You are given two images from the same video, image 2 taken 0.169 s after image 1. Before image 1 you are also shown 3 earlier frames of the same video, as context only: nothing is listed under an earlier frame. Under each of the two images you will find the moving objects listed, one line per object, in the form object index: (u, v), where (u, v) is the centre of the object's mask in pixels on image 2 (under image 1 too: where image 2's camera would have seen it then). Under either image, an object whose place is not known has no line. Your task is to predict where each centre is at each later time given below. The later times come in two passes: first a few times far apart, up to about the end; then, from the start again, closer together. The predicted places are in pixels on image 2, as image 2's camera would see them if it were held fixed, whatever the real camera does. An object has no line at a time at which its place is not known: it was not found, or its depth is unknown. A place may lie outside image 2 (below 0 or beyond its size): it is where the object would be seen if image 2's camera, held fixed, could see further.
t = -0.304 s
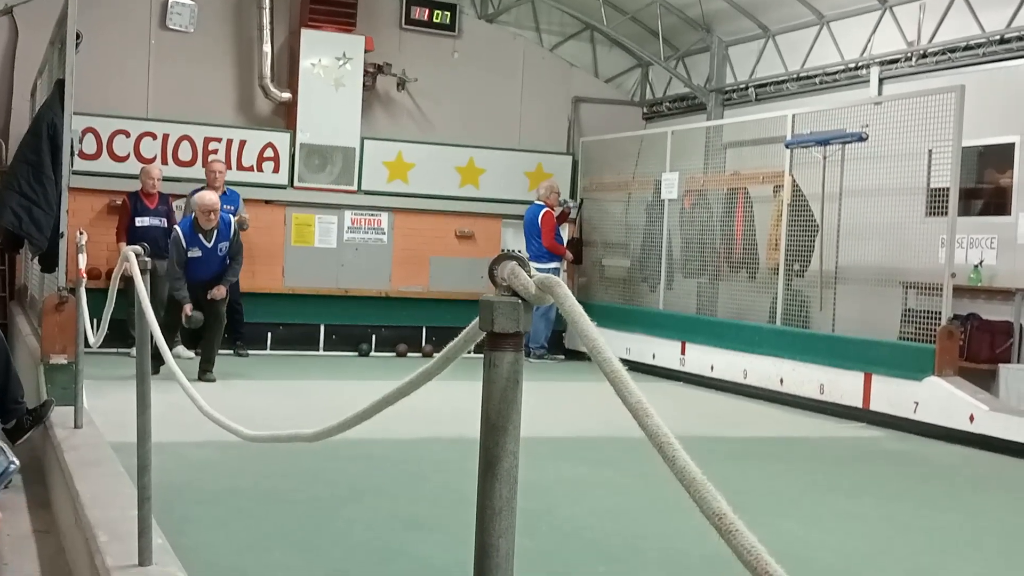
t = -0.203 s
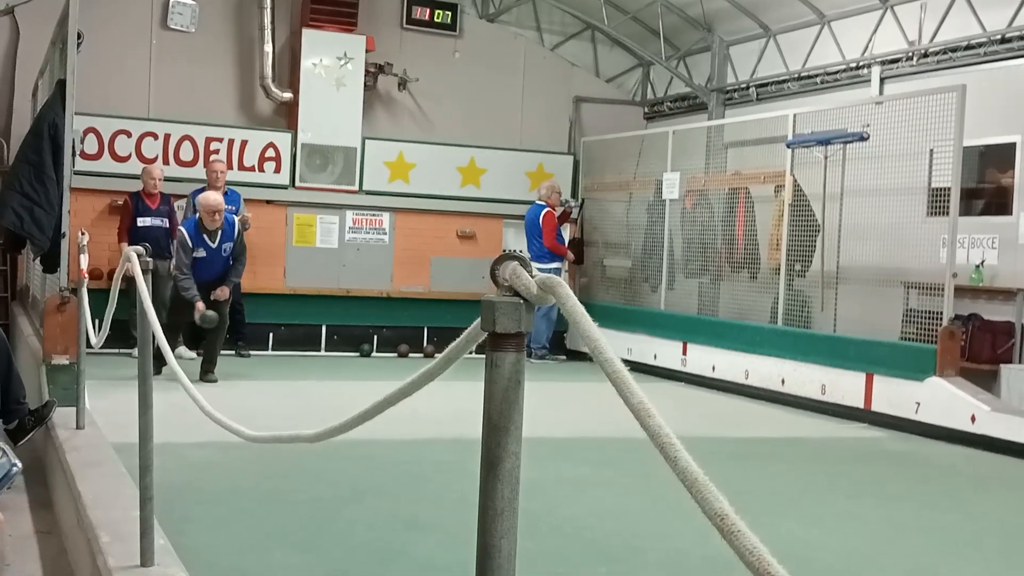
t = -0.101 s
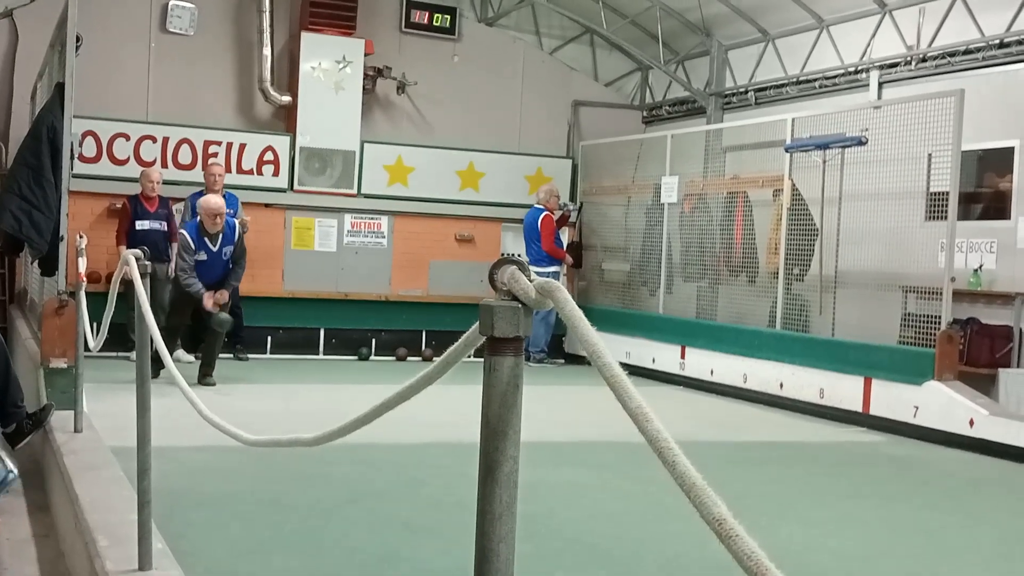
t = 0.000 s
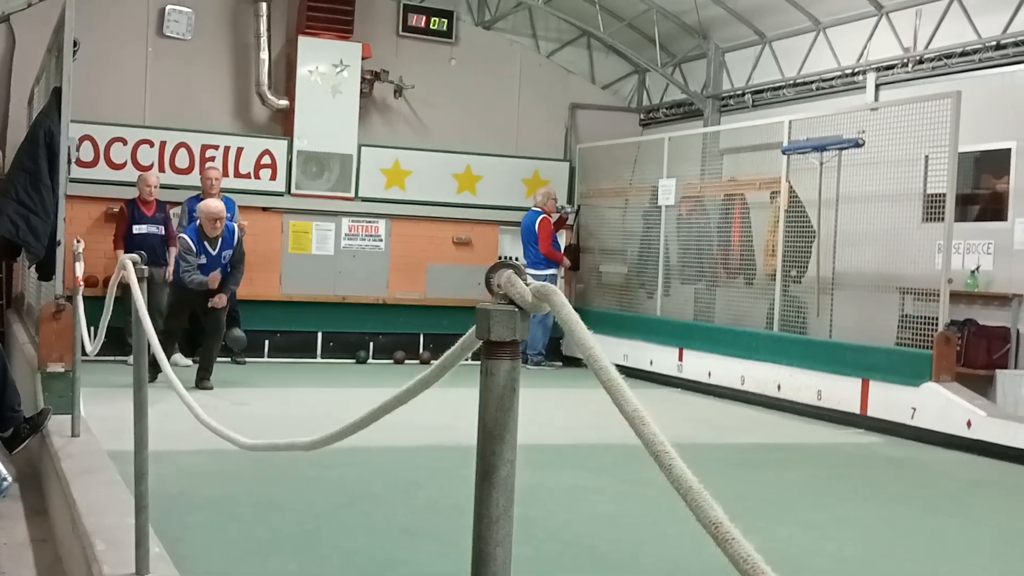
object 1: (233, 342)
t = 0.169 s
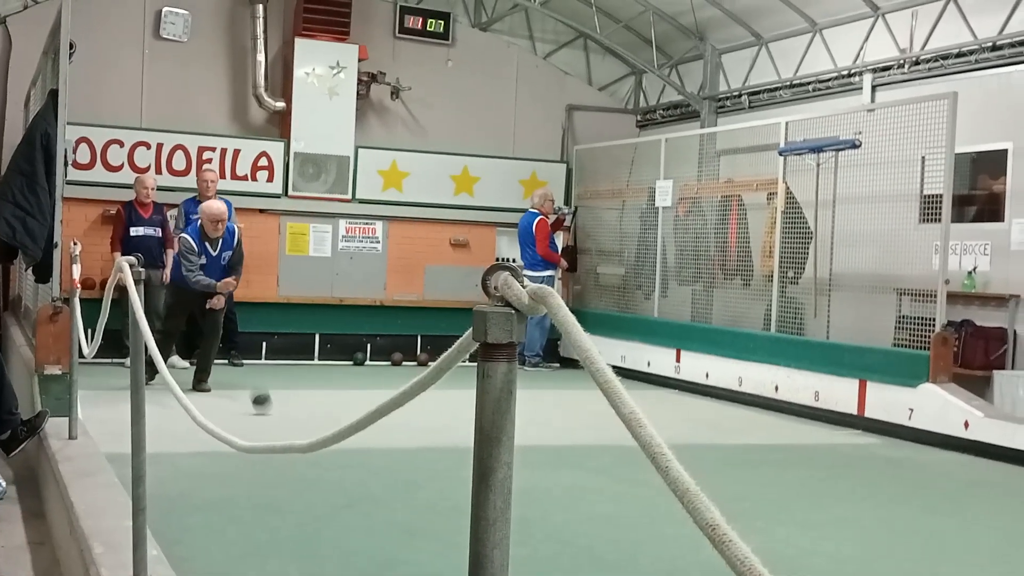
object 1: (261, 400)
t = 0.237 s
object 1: (272, 399)
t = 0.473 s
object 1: (311, 416)
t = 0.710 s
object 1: (359, 435)
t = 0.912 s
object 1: (396, 437)
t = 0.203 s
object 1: (266, 402)
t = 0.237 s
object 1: (272, 399)
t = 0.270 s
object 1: (277, 398)
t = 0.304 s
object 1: (282, 400)
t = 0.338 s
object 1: (288, 403)
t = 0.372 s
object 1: (293, 407)
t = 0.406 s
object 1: (299, 413)
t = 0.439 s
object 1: (305, 413)
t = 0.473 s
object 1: (311, 416)
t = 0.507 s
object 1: (317, 418)
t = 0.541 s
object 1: (323, 419)
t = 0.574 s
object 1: (330, 420)
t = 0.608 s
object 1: (335, 420)
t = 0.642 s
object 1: (340, 419)
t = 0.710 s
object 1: (359, 435)
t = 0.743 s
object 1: (364, 434)
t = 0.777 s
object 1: (370, 433)
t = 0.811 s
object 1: (376, 433)
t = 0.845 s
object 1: (382, 434)
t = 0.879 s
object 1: (389, 435)
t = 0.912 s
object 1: (396, 437)
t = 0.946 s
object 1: (404, 439)
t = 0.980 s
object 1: (411, 441)
